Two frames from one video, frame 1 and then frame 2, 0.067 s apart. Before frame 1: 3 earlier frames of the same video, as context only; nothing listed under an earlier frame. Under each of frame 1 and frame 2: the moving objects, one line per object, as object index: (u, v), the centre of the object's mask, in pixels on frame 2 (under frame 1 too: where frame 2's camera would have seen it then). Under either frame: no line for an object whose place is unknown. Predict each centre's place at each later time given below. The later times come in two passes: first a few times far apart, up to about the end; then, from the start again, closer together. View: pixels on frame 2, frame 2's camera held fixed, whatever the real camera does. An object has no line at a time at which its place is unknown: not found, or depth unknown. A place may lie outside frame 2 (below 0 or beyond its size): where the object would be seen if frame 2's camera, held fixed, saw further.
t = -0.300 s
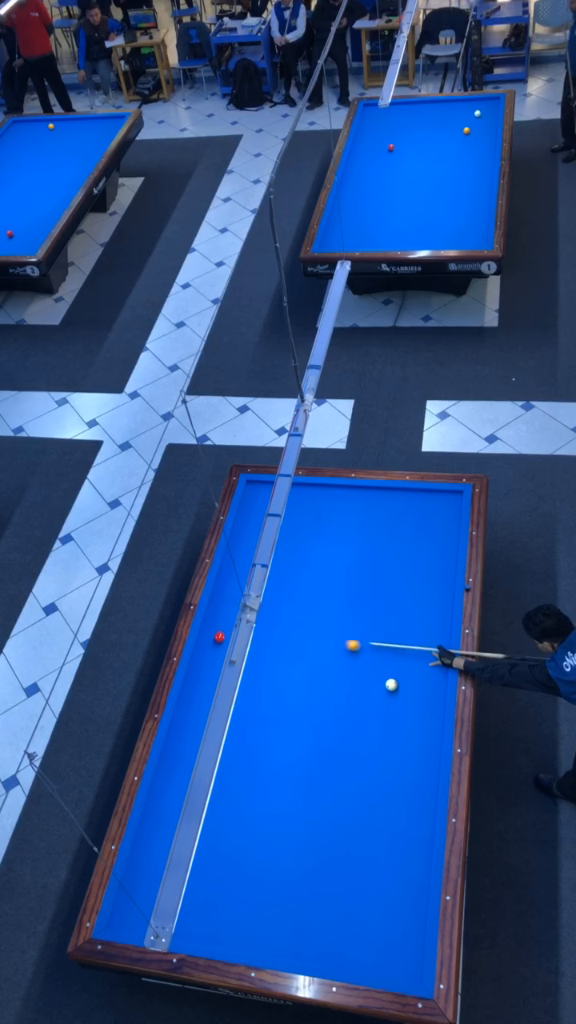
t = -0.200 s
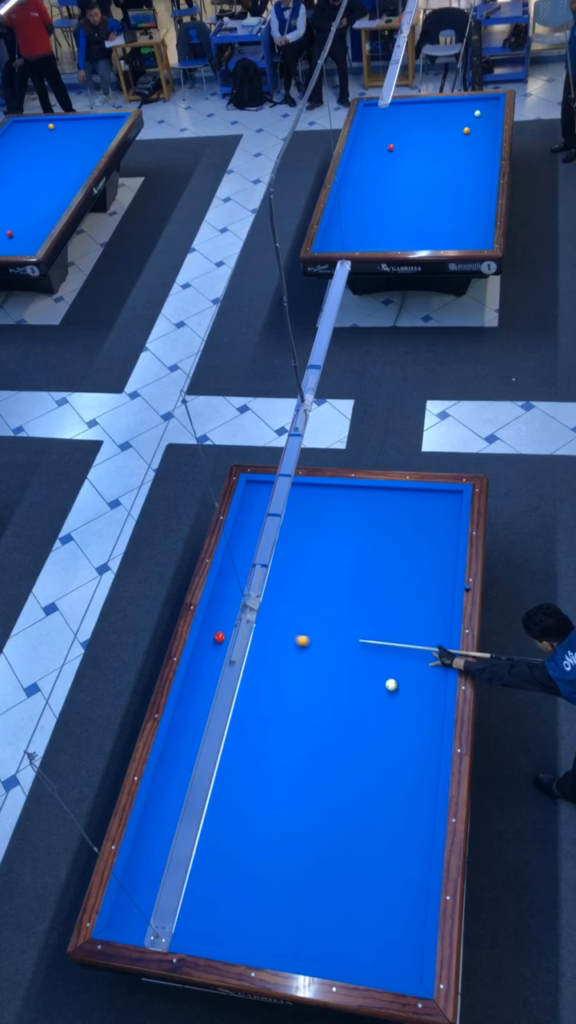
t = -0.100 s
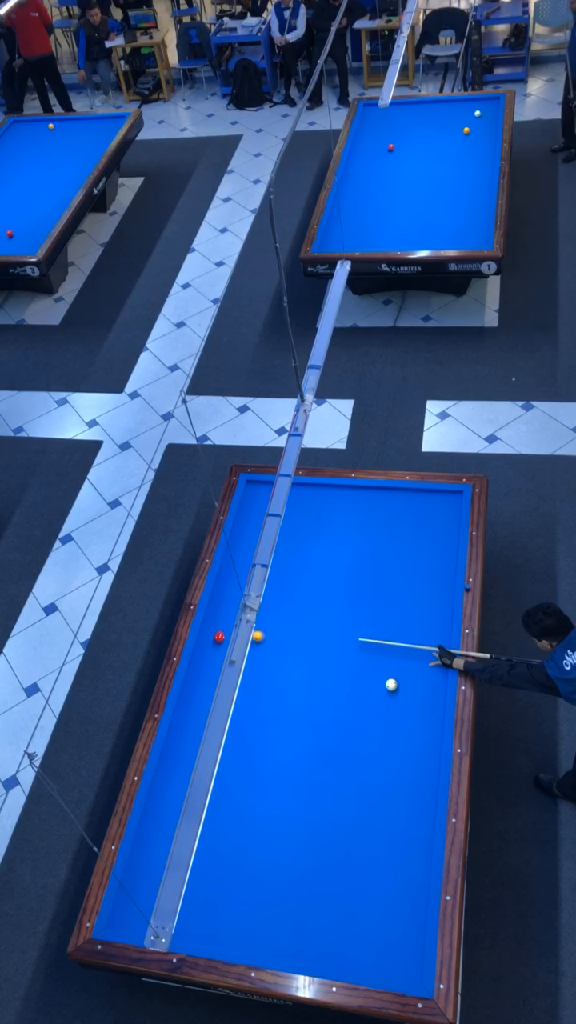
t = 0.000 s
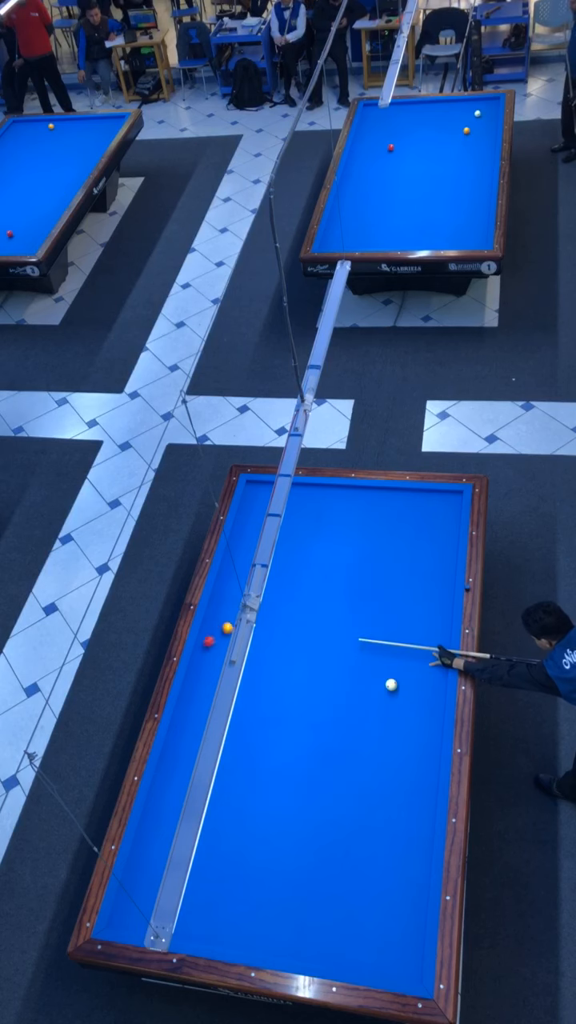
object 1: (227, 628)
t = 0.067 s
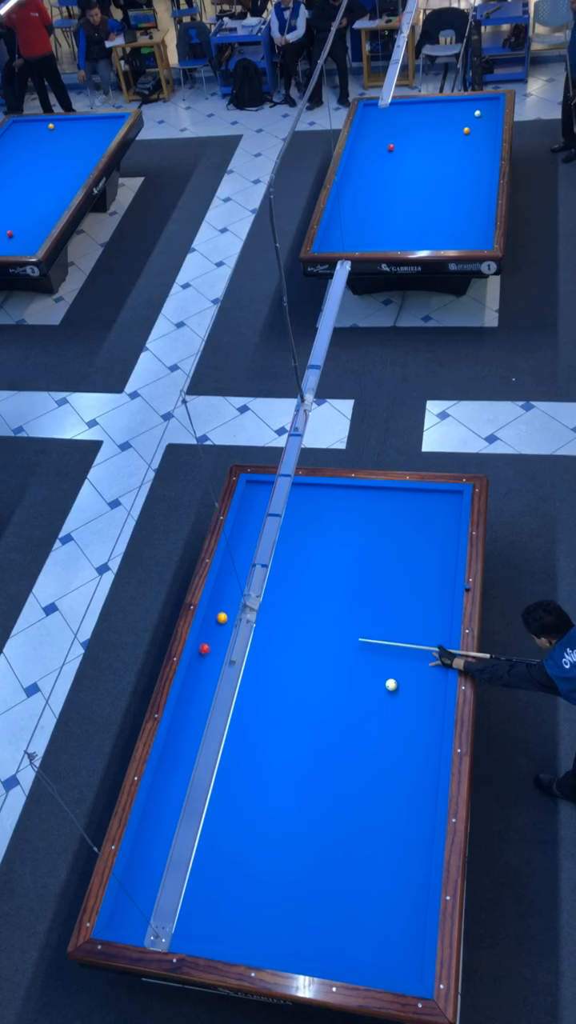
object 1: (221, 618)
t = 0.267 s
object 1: (227, 590)
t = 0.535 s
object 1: (253, 553)
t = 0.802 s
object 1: (285, 521)
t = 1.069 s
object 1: (309, 490)
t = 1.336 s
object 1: (333, 505)
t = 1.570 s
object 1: (355, 521)
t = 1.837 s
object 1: (381, 540)
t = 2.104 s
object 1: (407, 559)
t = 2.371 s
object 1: (434, 579)
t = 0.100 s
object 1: (218, 613)
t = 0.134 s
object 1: (215, 609)
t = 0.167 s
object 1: (212, 605)
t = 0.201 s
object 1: (217, 599)
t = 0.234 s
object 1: (222, 595)
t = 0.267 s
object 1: (227, 590)
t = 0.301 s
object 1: (231, 585)
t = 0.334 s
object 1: (235, 581)
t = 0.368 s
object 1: (239, 576)
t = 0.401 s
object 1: (242, 572)
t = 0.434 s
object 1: (246, 567)
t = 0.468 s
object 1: (248, 563)
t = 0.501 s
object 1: (251, 558)
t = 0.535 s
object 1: (253, 553)
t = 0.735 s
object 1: (280, 529)
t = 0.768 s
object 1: (282, 525)
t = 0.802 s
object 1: (285, 521)
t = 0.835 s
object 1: (287, 517)
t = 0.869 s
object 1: (290, 513)
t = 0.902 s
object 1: (294, 509)
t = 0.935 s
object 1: (297, 505)
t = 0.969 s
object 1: (300, 501)
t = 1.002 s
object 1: (303, 498)
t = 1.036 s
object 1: (306, 494)
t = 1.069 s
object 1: (309, 490)
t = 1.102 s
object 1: (312, 487)
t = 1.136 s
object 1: (315, 490)
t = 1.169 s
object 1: (318, 493)
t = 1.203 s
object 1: (321, 496)
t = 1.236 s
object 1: (324, 498)
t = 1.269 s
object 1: (327, 501)
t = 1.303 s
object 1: (330, 503)
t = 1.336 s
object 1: (333, 505)
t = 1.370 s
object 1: (336, 507)
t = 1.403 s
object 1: (339, 510)
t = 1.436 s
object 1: (343, 512)
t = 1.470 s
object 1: (345, 514)
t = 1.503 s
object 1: (349, 517)
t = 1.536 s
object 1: (352, 519)
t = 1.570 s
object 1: (355, 521)
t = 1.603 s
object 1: (358, 523)
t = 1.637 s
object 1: (361, 526)
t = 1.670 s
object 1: (364, 528)
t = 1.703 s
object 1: (368, 530)
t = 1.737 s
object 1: (371, 533)
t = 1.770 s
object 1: (374, 535)
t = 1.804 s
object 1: (377, 537)
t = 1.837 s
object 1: (381, 540)
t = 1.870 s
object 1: (384, 542)
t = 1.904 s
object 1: (387, 544)
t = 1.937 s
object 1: (390, 547)
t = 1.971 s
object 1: (394, 549)
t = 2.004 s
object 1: (397, 552)
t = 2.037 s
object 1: (400, 554)
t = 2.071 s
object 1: (404, 557)
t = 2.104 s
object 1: (407, 559)
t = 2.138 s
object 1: (410, 562)
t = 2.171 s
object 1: (413, 564)
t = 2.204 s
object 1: (417, 567)
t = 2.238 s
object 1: (420, 569)
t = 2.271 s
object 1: (424, 571)
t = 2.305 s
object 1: (427, 574)
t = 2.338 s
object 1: (431, 576)
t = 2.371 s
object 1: (434, 579)
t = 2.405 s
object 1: (438, 581)
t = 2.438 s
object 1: (441, 584)
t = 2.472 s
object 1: (445, 587)
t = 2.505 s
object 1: (448, 589)
